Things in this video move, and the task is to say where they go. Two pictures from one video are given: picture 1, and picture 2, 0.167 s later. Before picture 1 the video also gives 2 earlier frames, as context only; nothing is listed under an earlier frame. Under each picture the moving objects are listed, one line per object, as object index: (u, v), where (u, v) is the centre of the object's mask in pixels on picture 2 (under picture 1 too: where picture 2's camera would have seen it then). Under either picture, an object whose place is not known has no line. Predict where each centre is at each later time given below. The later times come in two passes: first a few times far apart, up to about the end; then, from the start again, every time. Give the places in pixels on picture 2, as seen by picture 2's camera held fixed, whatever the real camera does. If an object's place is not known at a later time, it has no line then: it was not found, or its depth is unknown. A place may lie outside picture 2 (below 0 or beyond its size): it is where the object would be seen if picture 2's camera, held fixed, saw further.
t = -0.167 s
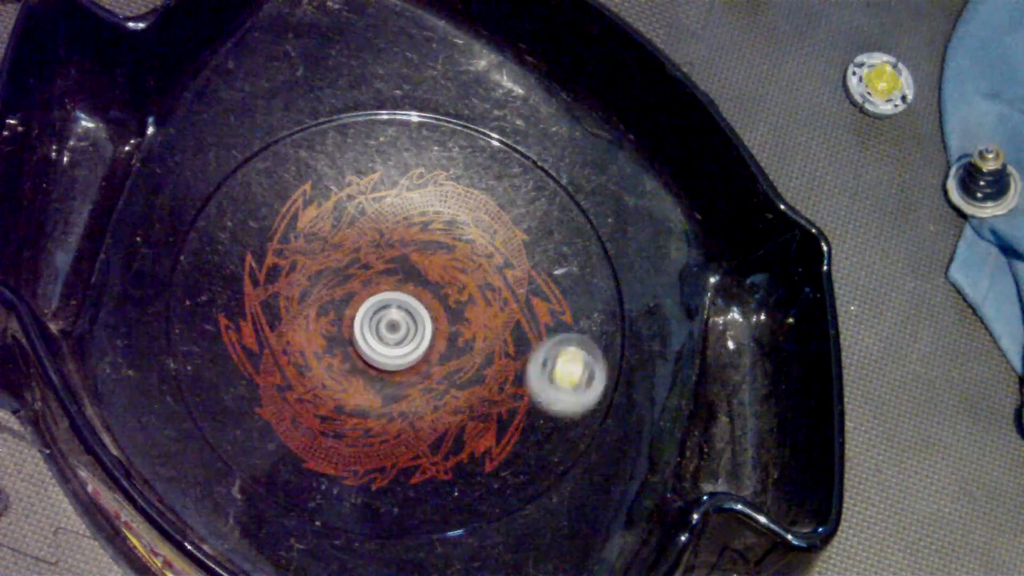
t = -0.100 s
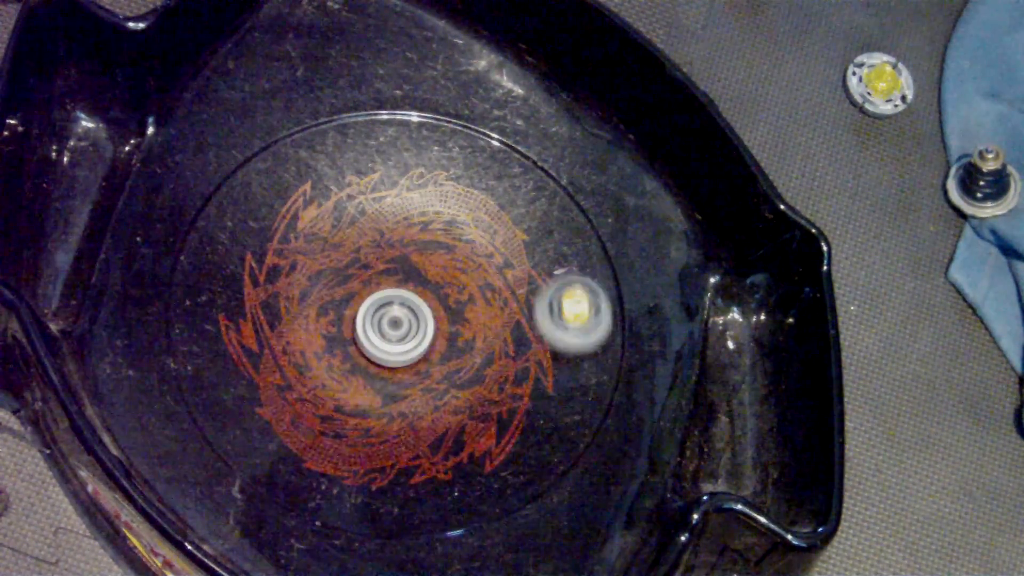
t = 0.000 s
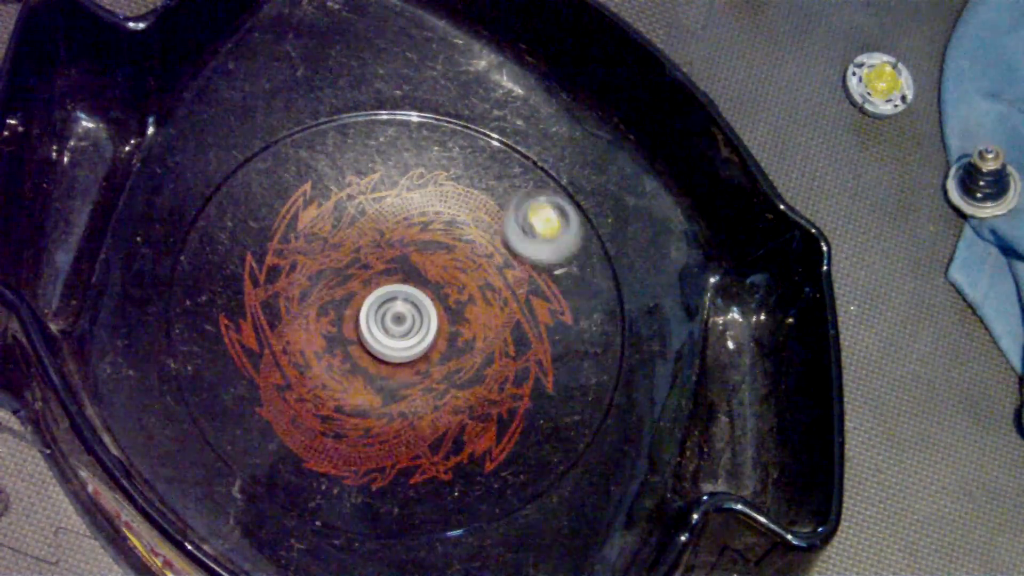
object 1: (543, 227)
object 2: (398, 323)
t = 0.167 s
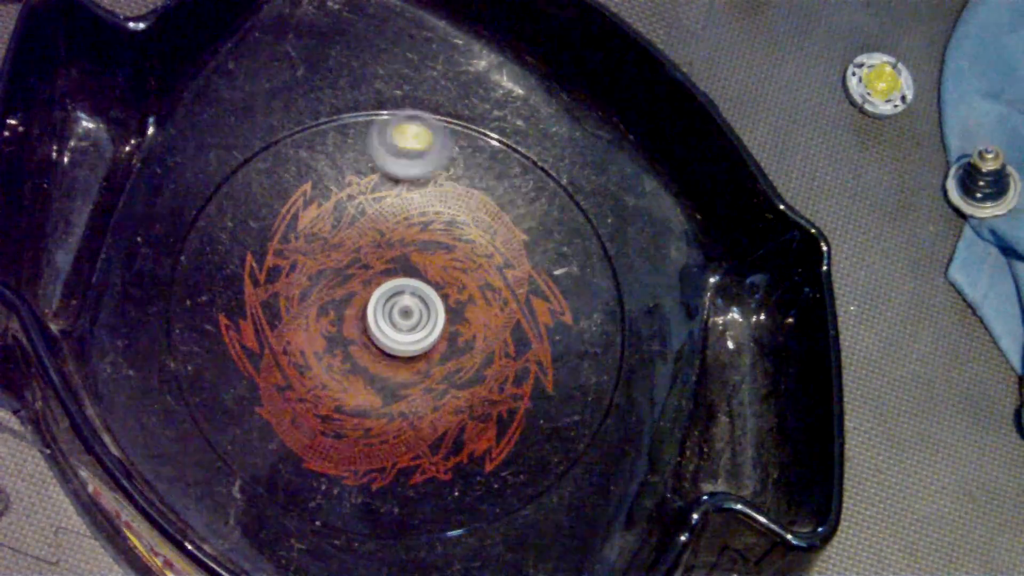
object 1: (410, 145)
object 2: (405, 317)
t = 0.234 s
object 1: (344, 145)
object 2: (408, 315)
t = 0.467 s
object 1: (200, 303)
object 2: (420, 309)
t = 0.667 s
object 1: (323, 468)
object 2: (431, 309)
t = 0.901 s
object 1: (548, 416)
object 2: (445, 308)
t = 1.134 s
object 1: (554, 223)
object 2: (459, 308)
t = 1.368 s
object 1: (359, 153)
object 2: (470, 306)
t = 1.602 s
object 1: (231, 325)
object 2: (474, 302)
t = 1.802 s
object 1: (364, 473)
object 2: (474, 302)
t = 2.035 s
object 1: (567, 405)
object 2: (467, 303)
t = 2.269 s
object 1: (540, 221)
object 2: (455, 308)
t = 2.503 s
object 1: (333, 190)
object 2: (443, 317)
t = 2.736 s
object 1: (249, 380)
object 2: (428, 332)
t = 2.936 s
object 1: (402, 492)
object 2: (414, 348)
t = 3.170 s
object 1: (570, 390)
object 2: (396, 367)
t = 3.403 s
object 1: (497, 219)
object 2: (384, 390)
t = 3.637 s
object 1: (288, 228)
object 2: (401, 405)
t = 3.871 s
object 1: (260, 420)
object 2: (448, 389)
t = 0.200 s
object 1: (376, 143)
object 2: (407, 316)
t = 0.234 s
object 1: (344, 145)
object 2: (408, 315)
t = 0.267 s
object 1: (311, 153)
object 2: (410, 314)
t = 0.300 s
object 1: (281, 166)
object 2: (411, 313)
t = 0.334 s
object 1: (254, 186)
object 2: (413, 312)
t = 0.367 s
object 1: (232, 209)
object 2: (415, 311)
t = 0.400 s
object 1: (215, 238)
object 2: (417, 311)
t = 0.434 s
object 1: (204, 270)
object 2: (418, 310)
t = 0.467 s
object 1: (200, 303)
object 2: (420, 309)
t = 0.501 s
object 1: (204, 337)
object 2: (422, 309)
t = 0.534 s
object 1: (215, 371)
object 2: (423, 309)
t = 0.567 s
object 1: (234, 402)
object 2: (425, 309)
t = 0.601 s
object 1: (259, 429)
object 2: (427, 309)
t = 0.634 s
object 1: (289, 451)
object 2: (429, 309)
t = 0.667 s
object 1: (323, 468)
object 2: (431, 309)
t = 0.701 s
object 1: (359, 478)
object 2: (433, 309)
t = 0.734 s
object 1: (396, 482)
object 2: (435, 309)
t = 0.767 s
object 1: (433, 479)
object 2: (437, 308)
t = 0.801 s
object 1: (466, 471)
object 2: (439, 308)
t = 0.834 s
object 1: (497, 457)
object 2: (441, 308)
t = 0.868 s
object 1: (525, 438)
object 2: (443, 308)
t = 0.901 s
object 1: (548, 416)
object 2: (445, 308)
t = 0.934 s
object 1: (565, 390)
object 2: (447, 308)
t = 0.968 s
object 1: (577, 363)
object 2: (449, 308)
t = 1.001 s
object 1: (583, 334)
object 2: (451, 308)
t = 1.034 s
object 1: (584, 304)
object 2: (453, 308)
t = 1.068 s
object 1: (578, 275)
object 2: (455, 308)
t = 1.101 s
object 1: (569, 248)
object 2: (457, 308)
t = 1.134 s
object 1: (554, 223)
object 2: (459, 308)
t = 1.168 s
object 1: (535, 200)
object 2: (461, 308)
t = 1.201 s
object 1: (512, 181)
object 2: (463, 308)
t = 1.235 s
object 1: (485, 165)
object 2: (464, 307)
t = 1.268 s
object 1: (456, 154)
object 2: (466, 307)
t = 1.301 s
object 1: (424, 149)
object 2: (468, 307)
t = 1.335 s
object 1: (392, 148)
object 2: (469, 306)
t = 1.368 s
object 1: (359, 153)
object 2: (470, 306)
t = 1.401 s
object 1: (328, 163)
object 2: (471, 305)
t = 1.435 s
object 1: (299, 179)
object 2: (472, 304)
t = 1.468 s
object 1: (273, 201)
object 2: (473, 304)
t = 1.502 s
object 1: (253, 228)
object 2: (473, 303)
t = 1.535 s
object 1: (239, 258)
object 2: (474, 303)
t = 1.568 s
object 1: (231, 291)
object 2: (474, 303)
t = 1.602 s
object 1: (231, 325)
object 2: (474, 302)
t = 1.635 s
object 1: (238, 358)
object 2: (475, 302)
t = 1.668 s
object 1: (253, 390)
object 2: (475, 302)
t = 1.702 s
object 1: (273, 419)
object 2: (475, 302)
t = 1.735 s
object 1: (300, 442)
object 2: (475, 302)
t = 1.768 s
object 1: (331, 461)
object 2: (474, 302)
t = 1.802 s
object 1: (364, 473)
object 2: (474, 302)
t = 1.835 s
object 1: (399, 479)
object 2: (473, 302)
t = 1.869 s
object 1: (435, 479)
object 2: (473, 302)
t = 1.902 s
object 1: (468, 474)
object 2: (472, 302)
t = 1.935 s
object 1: (499, 463)
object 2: (471, 303)
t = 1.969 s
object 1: (526, 447)
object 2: (470, 303)
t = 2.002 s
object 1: (549, 428)
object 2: (468, 303)
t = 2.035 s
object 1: (567, 405)
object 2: (467, 303)
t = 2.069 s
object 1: (580, 379)
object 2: (465, 303)
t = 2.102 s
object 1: (587, 352)
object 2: (464, 304)
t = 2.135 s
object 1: (588, 324)
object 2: (462, 305)
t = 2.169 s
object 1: (584, 296)
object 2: (460, 305)
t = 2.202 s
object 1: (573, 269)
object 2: (458, 306)
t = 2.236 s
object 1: (559, 244)
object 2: (457, 307)
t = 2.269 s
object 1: (540, 221)
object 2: (455, 308)
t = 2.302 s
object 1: (518, 203)
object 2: (453, 309)
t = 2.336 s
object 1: (491, 187)
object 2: (452, 310)
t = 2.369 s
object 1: (461, 177)
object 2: (450, 311)
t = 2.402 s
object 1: (428, 172)
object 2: (448, 313)
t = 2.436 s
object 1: (396, 172)
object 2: (446, 314)
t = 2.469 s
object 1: (363, 178)
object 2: (445, 316)
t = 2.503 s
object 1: (333, 190)
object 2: (443, 317)
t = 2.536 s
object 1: (305, 207)
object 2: (441, 319)
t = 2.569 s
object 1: (278, 231)
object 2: (439, 321)
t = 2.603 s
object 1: (261, 256)
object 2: (437, 323)
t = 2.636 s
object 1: (248, 284)
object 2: (434, 325)
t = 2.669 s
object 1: (241, 315)
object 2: (432, 327)
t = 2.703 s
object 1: (242, 348)
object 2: (430, 330)
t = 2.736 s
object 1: (249, 380)
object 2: (428, 332)
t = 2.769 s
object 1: (263, 409)
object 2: (425, 334)
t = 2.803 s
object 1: (283, 436)
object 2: (423, 337)
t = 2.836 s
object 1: (308, 458)
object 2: (421, 340)
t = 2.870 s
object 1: (338, 475)
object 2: (419, 342)
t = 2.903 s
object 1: (370, 486)
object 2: (417, 345)
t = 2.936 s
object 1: (402, 492)
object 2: (414, 348)
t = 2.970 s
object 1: (436, 492)
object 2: (412, 350)
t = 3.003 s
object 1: (468, 487)
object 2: (409, 353)
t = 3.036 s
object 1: (497, 476)
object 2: (406, 356)
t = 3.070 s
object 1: (522, 459)
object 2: (404, 358)
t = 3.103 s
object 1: (543, 439)
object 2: (401, 361)
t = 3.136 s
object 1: (560, 416)
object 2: (399, 364)
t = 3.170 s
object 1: (570, 390)
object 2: (396, 367)
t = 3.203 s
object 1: (576, 363)
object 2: (394, 370)
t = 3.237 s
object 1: (575, 335)
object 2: (392, 373)
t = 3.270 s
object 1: (568, 307)
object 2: (390, 376)
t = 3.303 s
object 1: (556, 281)
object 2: (389, 379)
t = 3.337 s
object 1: (541, 258)
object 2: (387, 383)
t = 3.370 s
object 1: (521, 237)
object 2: (385, 386)
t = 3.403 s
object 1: (497, 219)
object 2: (384, 390)
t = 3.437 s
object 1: (469, 206)
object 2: (383, 394)
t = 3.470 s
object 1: (437, 196)
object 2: (383, 398)
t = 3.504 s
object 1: (406, 192)
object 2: (383, 401)
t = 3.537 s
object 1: (373, 193)
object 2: (386, 403)
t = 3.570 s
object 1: (341, 200)
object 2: (389, 405)
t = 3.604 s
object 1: (313, 212)
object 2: (395, 406)
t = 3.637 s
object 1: (288, 228)
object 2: (401, 405)
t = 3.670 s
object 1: (265, 250)
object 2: (408, 404)
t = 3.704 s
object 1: (249, 276)
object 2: (416, 403)
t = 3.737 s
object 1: (238, 304)
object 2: (423, 401)
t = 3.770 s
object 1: (234, 334)
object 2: (430, 398)
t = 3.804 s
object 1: (236, 364)
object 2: (436, 396)
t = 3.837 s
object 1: (245, 393)
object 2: (442, 393)
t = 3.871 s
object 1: (260, 420)
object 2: (448, 389)
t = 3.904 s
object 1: (281, 444)
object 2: (453, 386)
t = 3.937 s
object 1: (307, 463)
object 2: (457, 382)
